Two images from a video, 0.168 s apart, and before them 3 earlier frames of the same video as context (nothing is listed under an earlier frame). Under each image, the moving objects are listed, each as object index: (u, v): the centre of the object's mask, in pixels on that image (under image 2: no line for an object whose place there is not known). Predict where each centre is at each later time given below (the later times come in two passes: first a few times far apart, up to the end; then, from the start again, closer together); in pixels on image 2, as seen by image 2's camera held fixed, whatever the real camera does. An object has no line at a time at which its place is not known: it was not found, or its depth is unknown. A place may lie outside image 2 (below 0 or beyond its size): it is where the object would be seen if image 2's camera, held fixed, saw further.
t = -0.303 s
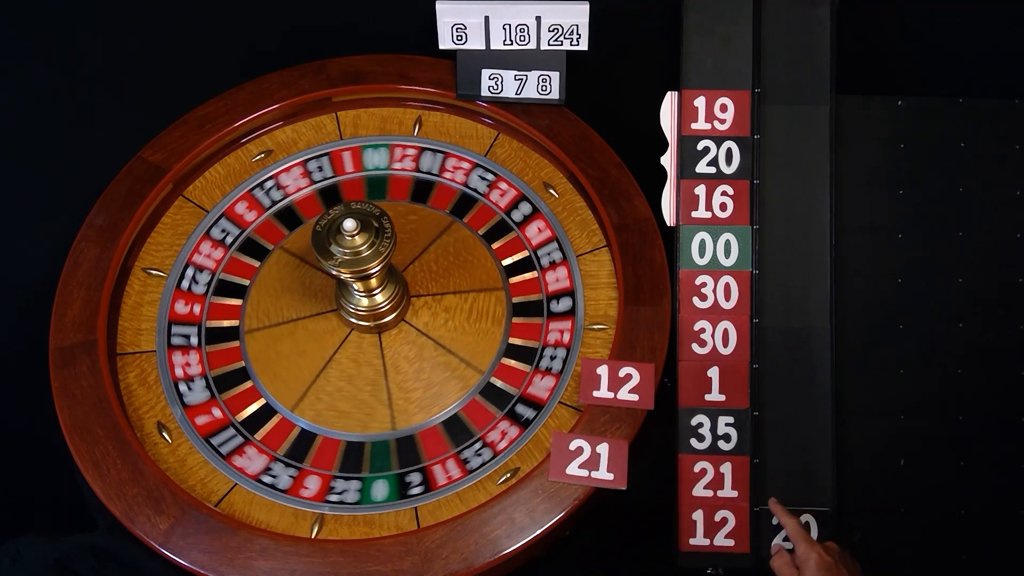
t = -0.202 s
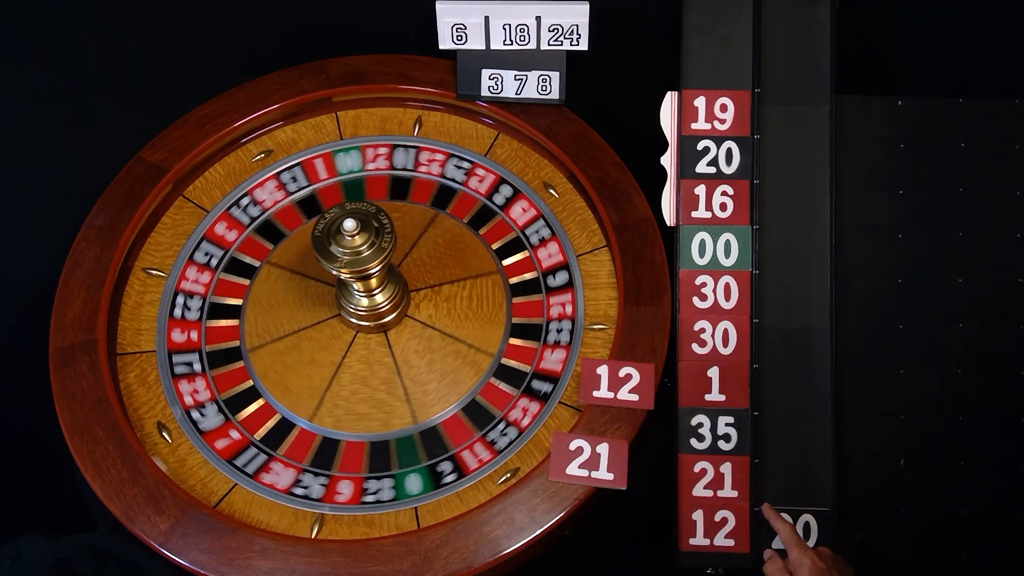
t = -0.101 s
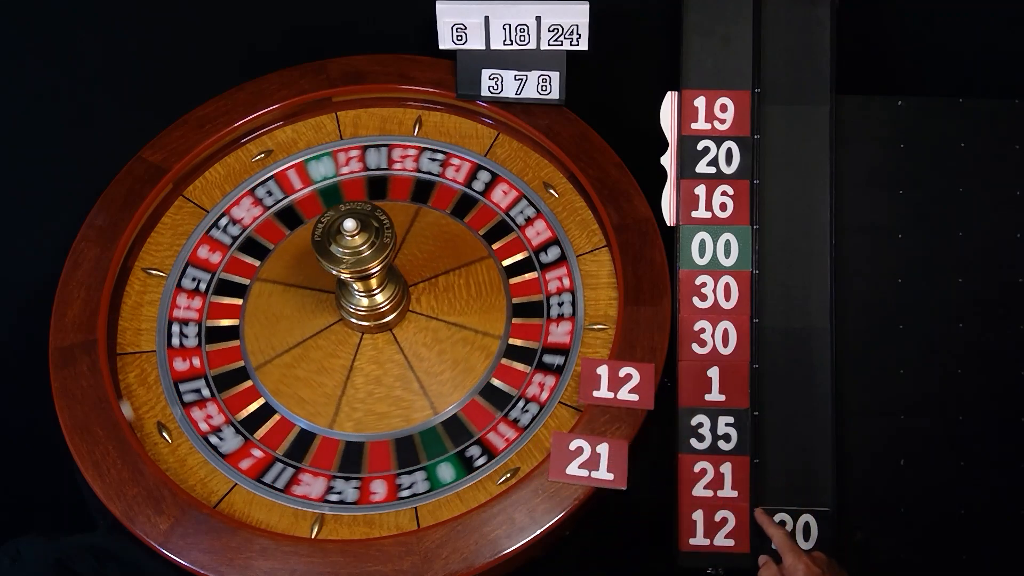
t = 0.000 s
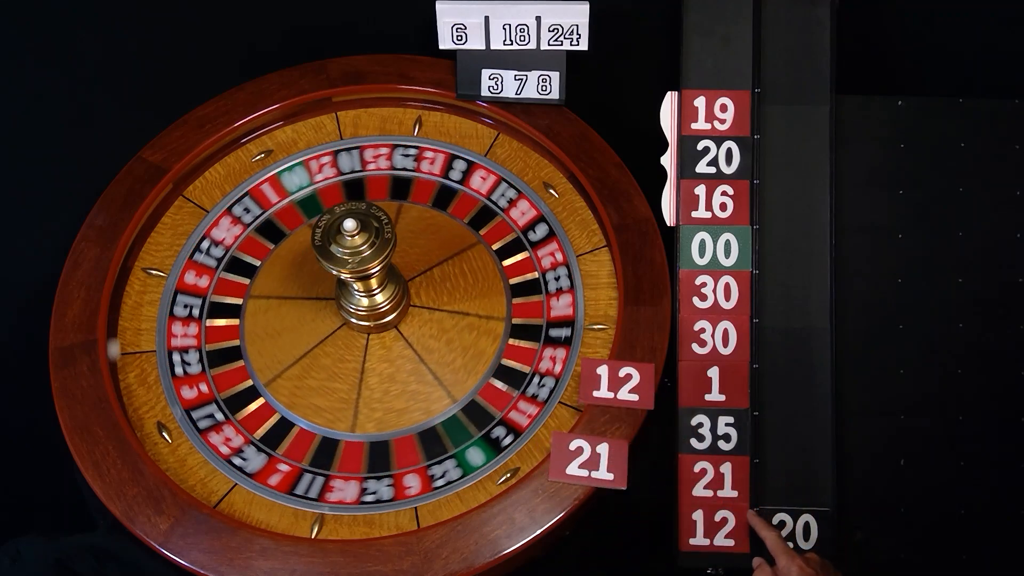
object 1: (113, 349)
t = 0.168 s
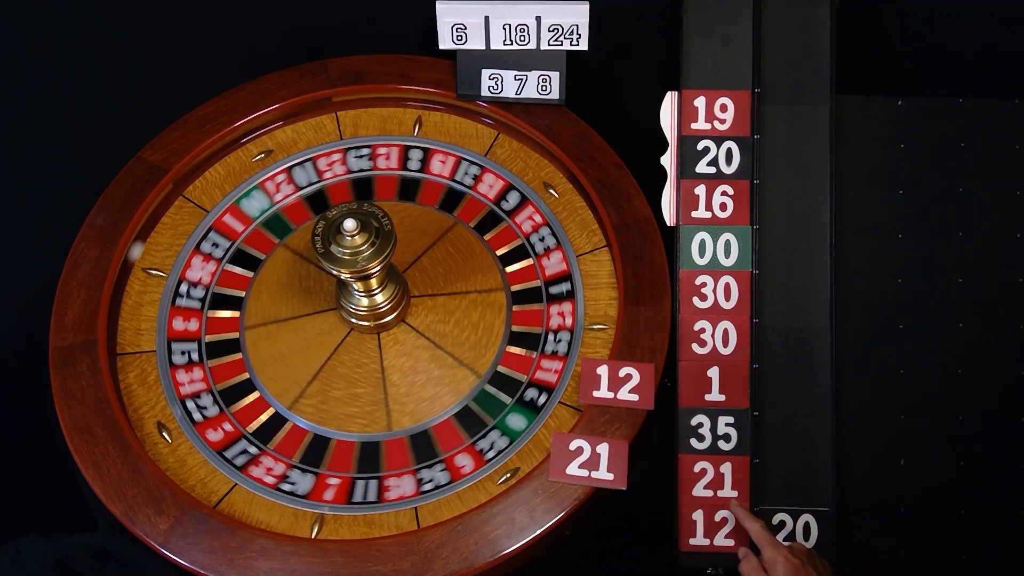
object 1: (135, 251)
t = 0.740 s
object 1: (423, 104)
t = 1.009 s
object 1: (556, 165)
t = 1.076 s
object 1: (580, 191)
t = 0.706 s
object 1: (403, 103)
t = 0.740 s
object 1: (423, 104)
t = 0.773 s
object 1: (442, 108)
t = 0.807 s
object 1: (460, 112)
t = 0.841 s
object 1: (478, 117)
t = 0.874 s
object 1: (496, 125)
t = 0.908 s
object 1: (512, 133)
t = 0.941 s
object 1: (527, 143)
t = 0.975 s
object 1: (543, 153)
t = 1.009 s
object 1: (556, 165)
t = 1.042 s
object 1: (568, 178)
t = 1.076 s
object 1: (580, 191)
